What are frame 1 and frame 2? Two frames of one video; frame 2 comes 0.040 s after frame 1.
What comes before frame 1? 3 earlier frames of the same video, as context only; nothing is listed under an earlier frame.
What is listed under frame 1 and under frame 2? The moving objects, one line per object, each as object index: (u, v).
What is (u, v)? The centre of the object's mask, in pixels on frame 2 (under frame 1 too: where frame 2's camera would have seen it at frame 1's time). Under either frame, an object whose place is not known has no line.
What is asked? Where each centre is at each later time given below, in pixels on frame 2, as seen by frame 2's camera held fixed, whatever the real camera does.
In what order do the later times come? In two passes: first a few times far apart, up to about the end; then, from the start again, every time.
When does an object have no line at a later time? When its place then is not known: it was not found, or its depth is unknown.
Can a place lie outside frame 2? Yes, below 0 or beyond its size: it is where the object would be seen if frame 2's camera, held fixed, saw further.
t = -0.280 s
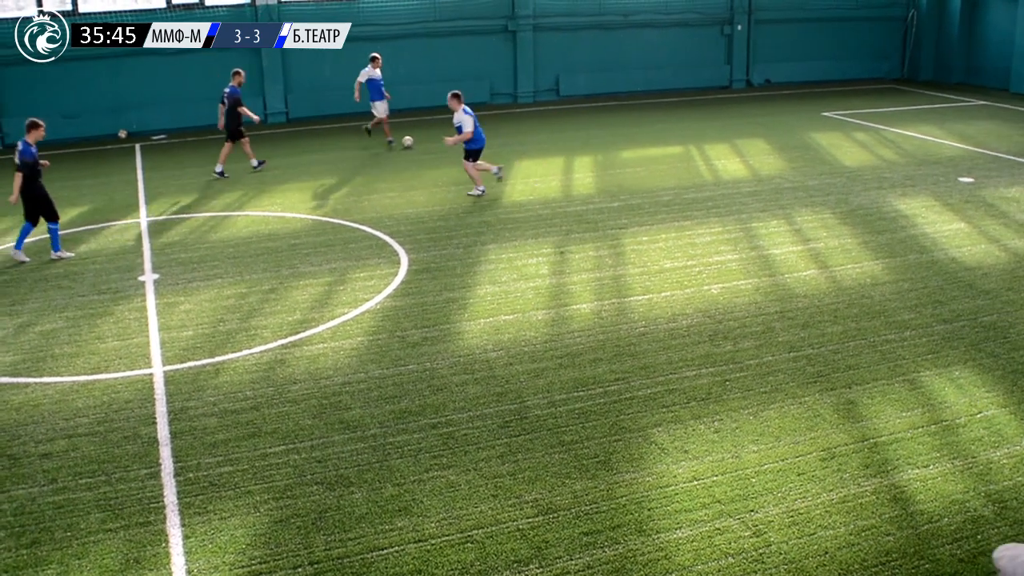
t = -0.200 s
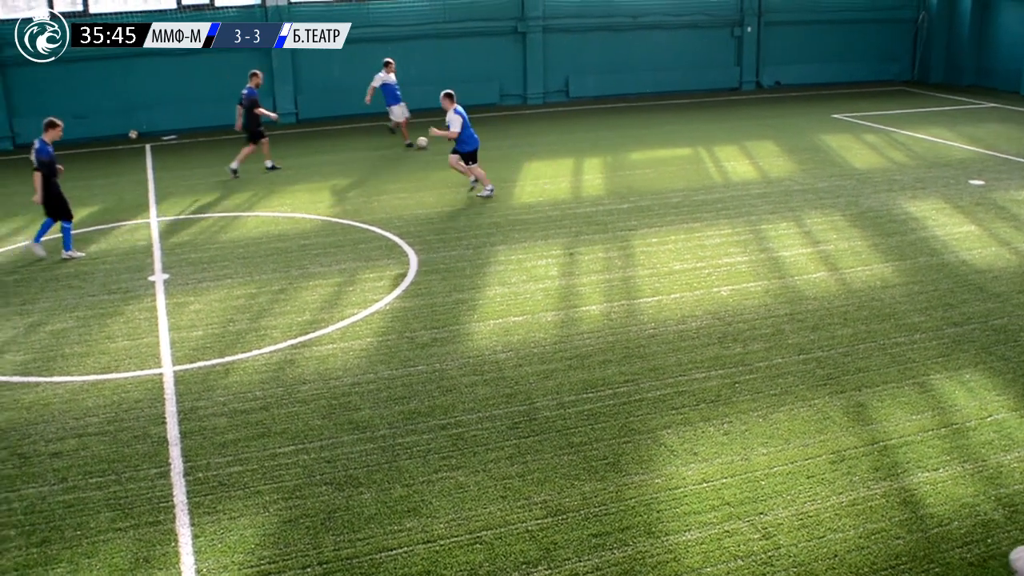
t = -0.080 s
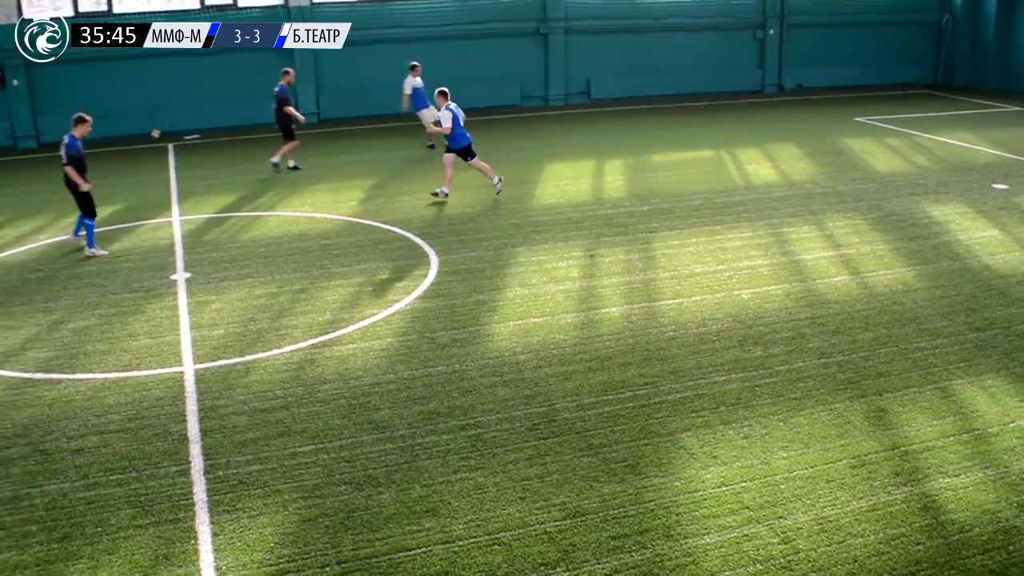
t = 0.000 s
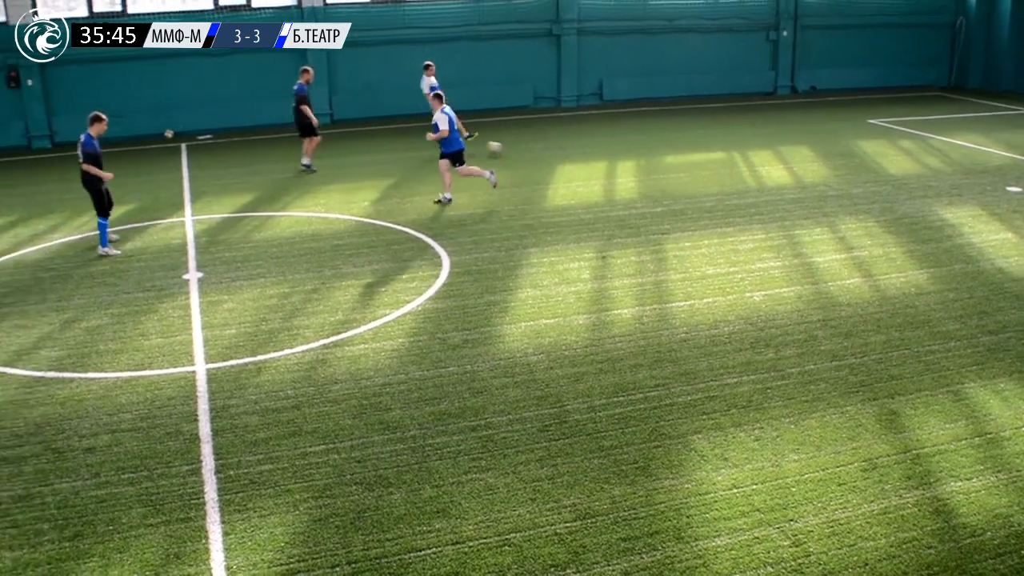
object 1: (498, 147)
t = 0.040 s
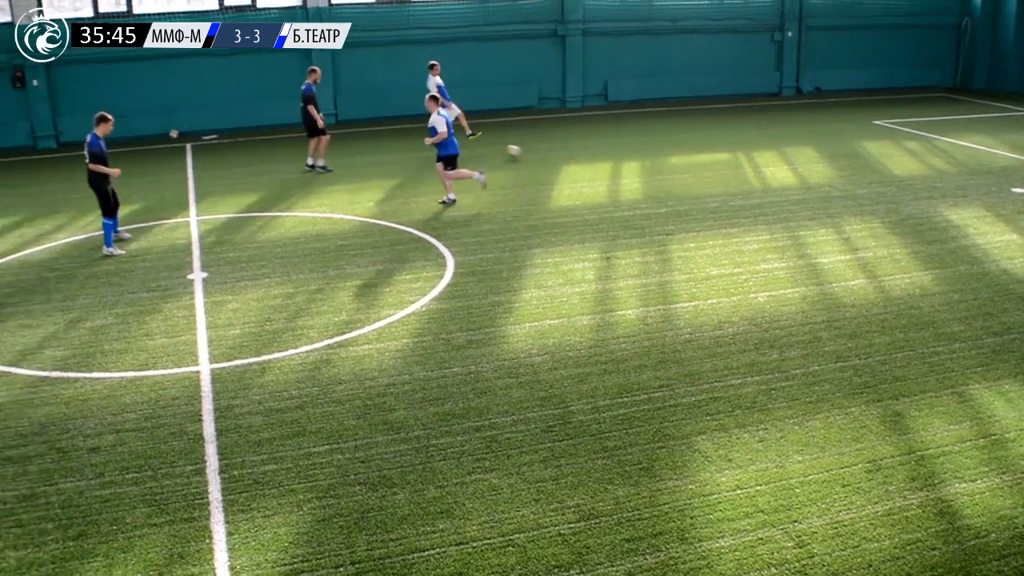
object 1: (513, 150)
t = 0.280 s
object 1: (609, 173)
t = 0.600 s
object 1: (728, 195)
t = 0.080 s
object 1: (530, 155)
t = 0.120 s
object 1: (545, 159)
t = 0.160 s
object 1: (561, 162)
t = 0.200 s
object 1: (578, 165)
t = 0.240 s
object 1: (593, 169)
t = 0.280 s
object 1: (609, 173)
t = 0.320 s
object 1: (625, 176)
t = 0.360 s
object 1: (642, 180)
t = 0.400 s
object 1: (657, 182)
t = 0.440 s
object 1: (671, 184)
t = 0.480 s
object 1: (686, 188)
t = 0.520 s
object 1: (701, 191)
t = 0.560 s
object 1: (714, 192)
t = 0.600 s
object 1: (728, 195)
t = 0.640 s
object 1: (740, 199)
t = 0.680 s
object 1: (753, 201)
